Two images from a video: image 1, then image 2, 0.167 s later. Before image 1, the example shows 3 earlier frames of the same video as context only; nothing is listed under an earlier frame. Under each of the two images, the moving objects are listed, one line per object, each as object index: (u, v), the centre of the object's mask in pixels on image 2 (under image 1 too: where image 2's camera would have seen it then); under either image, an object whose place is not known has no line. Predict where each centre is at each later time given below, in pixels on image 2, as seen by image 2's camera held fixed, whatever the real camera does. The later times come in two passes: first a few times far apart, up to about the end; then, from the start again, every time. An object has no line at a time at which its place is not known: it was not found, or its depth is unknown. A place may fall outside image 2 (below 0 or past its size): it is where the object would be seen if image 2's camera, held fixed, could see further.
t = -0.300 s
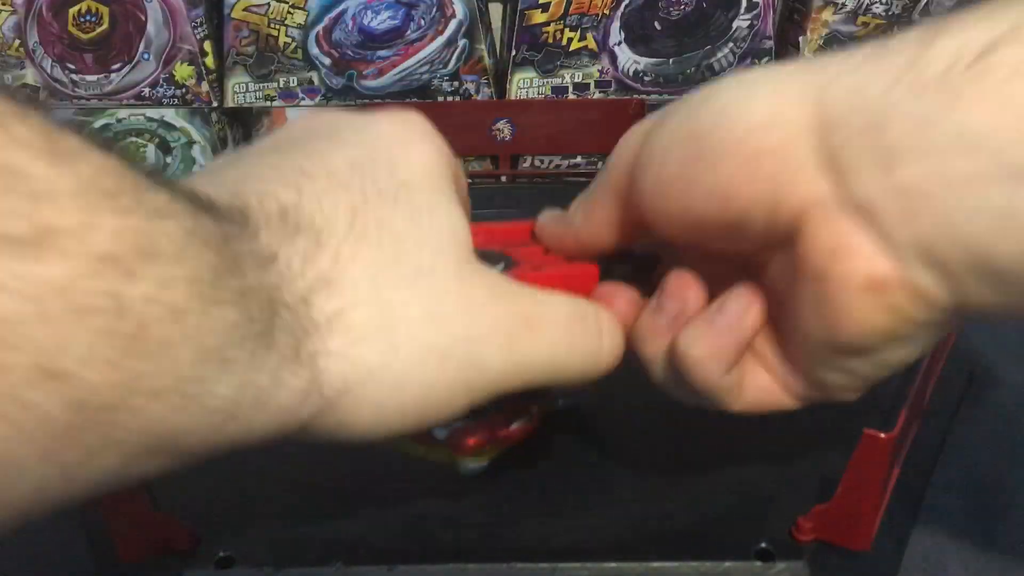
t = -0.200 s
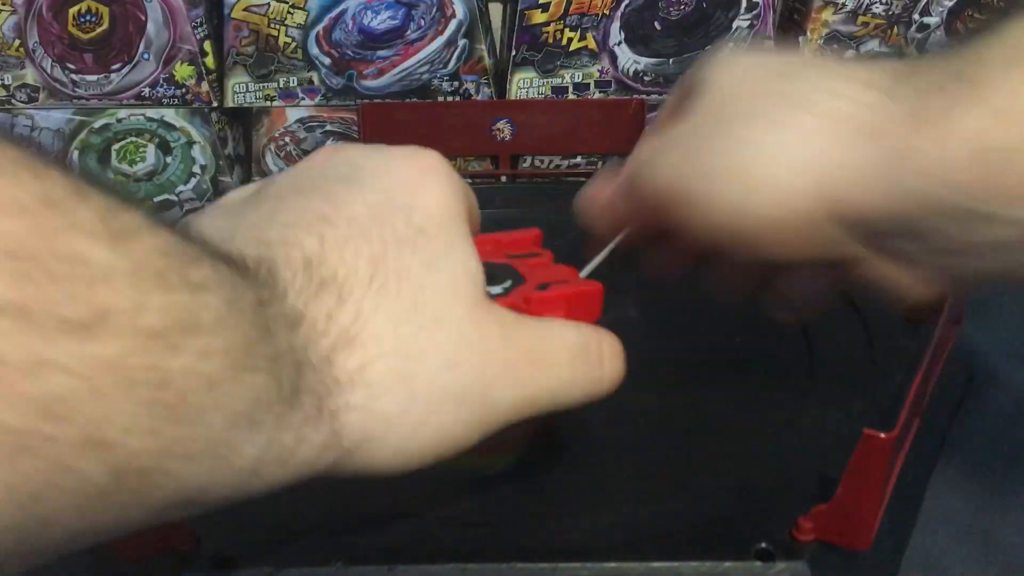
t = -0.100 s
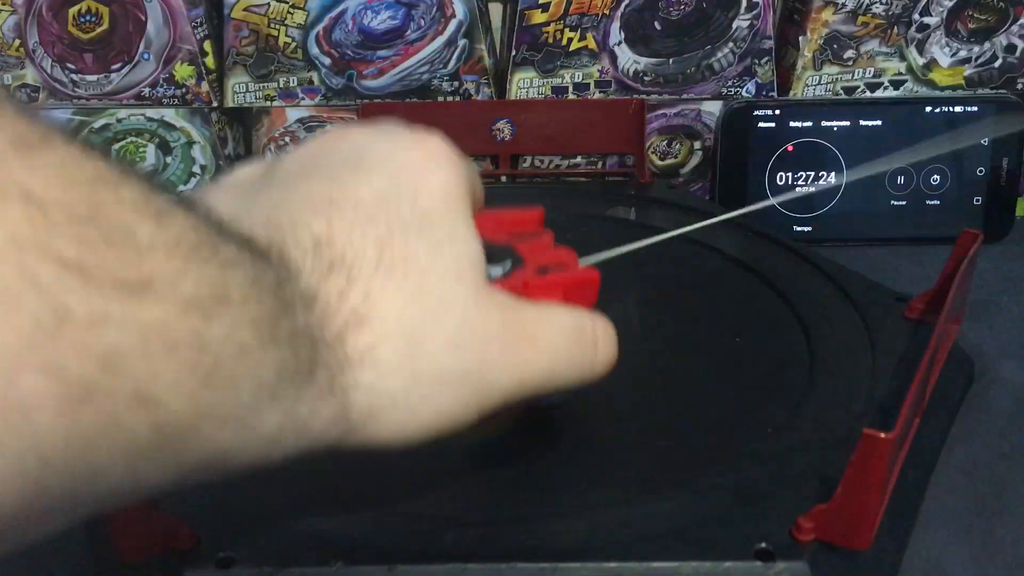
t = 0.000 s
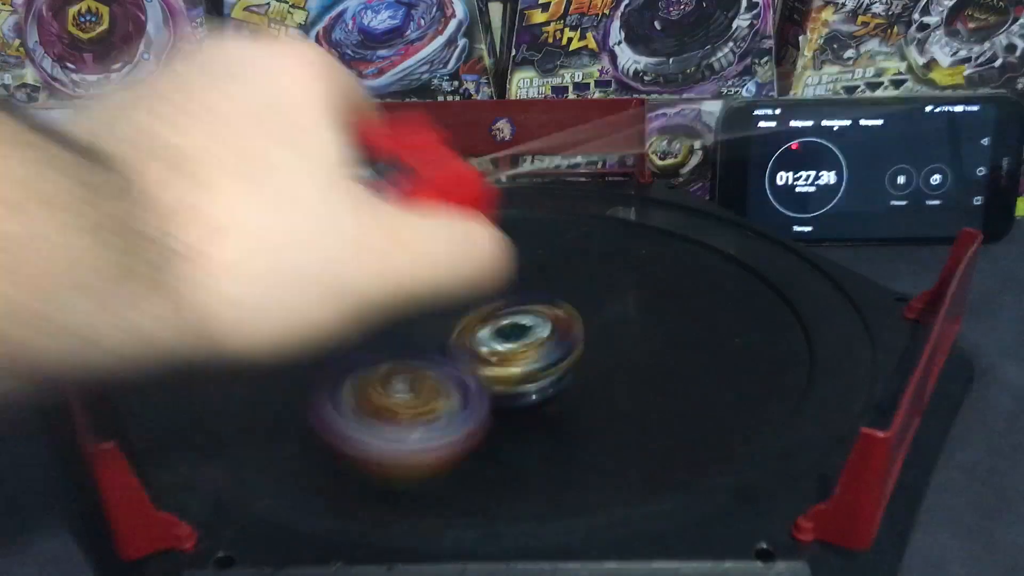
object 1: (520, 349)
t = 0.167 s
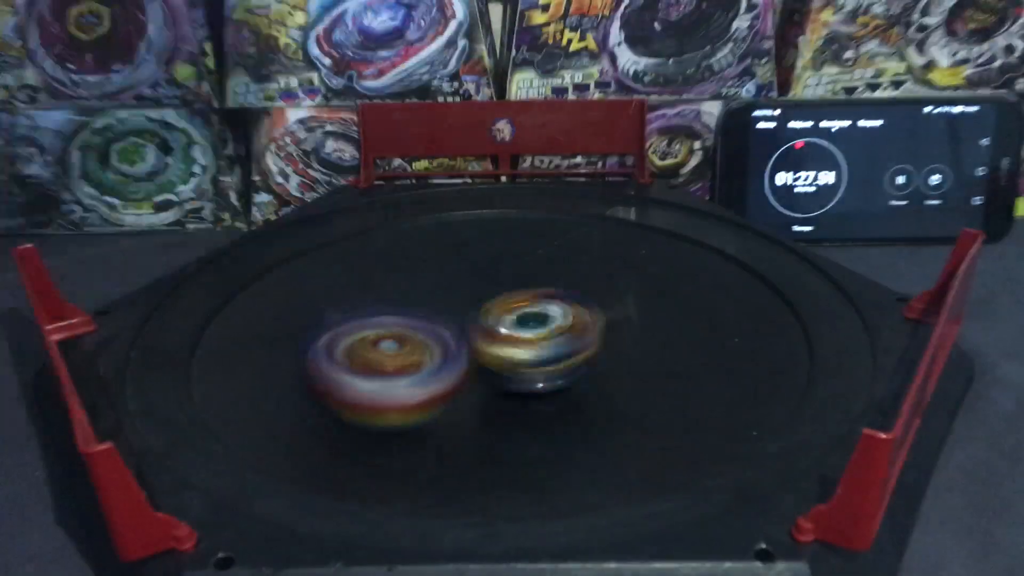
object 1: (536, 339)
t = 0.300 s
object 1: (575, 334)
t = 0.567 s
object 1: (605, 324)
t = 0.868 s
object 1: (595, 339)
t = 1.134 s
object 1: (604, 348)
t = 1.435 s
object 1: (597, 346)
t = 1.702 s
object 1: (601, 357)
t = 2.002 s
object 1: (585, 361)
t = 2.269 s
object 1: (569, 371)
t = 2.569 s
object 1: (565, 383)
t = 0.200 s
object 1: (550, 338)
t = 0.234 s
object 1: (560, 337)
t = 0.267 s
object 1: (569, 334)
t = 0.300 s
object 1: (575, 334)
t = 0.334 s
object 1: (576, 331)
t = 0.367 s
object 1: (580, 328)
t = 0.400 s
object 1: (581, 326)
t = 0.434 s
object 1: (578, 324)
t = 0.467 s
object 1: (588, 326)
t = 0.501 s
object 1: (598, 323)
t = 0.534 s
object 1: (606, 324)
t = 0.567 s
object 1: (605, 324)
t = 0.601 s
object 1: (603, 324)
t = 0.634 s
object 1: (601, 325)
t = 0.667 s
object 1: (600, 327)
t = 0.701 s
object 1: (601, 330)
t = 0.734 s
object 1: (598, 331)
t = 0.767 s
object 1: (594, 332)
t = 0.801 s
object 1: (598, 335)
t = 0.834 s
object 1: (596, 337)
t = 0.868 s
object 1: (595, 339)
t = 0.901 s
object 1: (595, 340)
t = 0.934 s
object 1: (596, 342)
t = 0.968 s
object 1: (596, 342)
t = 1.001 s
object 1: (597, 344)
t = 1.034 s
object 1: (601, 345)
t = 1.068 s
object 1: (604, 346)
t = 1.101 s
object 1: (602, 348)
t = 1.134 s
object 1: (604, 348)
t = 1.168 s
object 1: (606, 348)
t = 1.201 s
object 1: (605, 348)
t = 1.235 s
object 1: (602, 348)
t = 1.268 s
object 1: (597, 348)
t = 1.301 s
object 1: (594, 349)
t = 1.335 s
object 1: (595, 349)
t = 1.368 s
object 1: (603, 348)
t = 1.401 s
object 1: (603, 347)
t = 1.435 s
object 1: (597, 346)
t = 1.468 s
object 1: (592, 347)
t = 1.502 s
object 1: (593, 348)
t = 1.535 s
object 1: (597, 349)
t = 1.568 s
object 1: (598, 347)
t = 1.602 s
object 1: (593, 347)
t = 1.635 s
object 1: (589, 348)
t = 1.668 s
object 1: (597, 353)
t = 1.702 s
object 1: (601, 357)
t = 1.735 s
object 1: (602, 357)
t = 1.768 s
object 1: (597, 358)
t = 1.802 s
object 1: (594, 358)
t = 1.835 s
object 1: (591, 359)
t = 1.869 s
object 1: (590, 360)
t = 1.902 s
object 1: (590, 360)
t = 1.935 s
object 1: (589, 360)
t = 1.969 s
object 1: (588, 360)
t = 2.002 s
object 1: (585, 361)
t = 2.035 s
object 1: (585, 364)
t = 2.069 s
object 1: (584, 365)
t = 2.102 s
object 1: (579, 365)
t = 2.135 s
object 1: (577, 366)
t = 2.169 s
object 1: (576, 368)
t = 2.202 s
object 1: (577, 370)
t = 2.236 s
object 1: (574, 370)
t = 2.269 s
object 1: (569, 371)
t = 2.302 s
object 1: (567, 372)
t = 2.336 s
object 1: (568, 373)
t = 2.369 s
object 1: (569, 373)
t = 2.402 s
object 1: (567, 373)
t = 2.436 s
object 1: (567, 377)
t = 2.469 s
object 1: (568, 382)
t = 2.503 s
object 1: (565, 383)
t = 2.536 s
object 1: (565, 383)
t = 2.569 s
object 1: (565, 383)
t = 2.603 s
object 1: (563, 383)
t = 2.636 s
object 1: (560, 382)
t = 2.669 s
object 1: (556, 383)
